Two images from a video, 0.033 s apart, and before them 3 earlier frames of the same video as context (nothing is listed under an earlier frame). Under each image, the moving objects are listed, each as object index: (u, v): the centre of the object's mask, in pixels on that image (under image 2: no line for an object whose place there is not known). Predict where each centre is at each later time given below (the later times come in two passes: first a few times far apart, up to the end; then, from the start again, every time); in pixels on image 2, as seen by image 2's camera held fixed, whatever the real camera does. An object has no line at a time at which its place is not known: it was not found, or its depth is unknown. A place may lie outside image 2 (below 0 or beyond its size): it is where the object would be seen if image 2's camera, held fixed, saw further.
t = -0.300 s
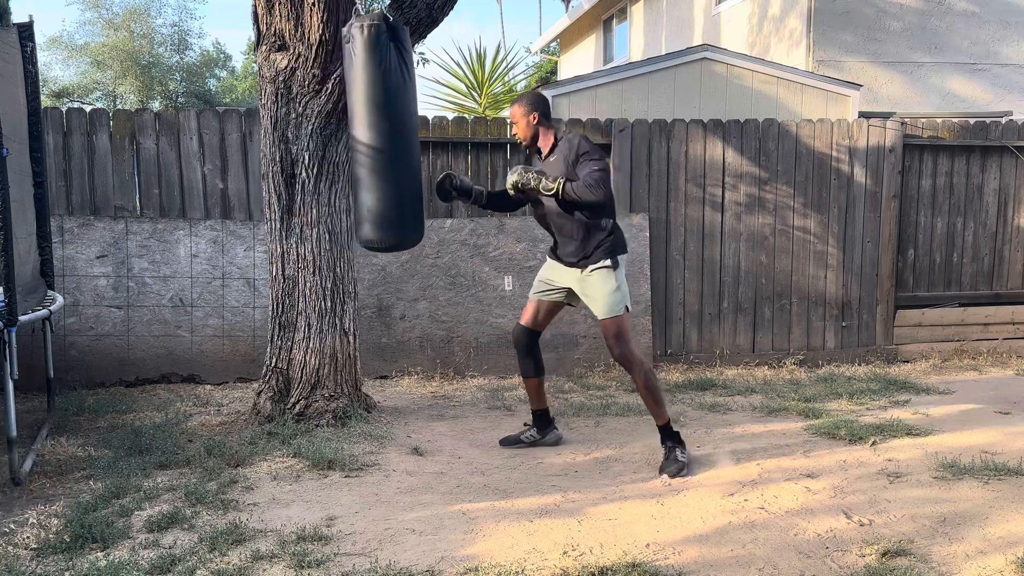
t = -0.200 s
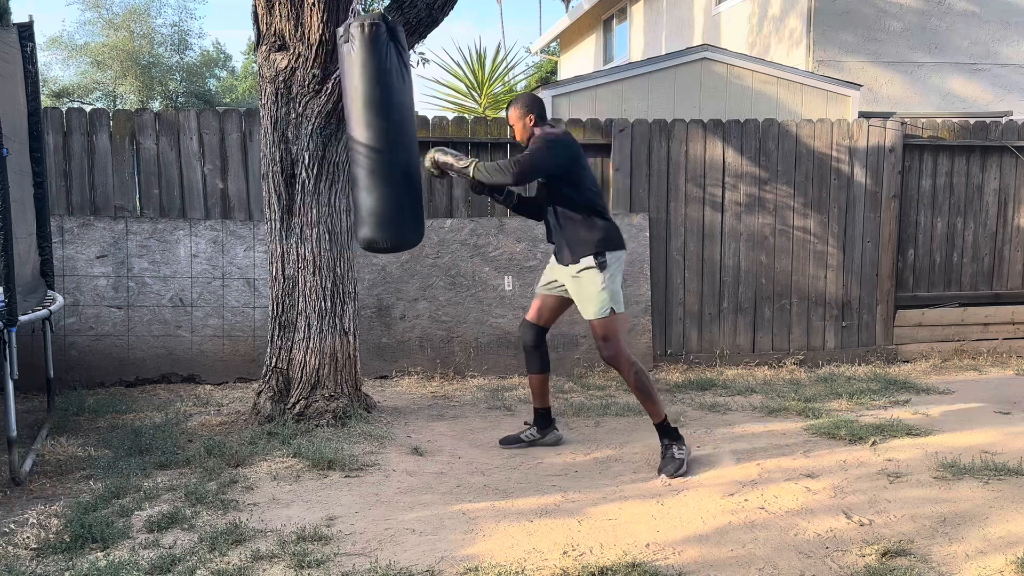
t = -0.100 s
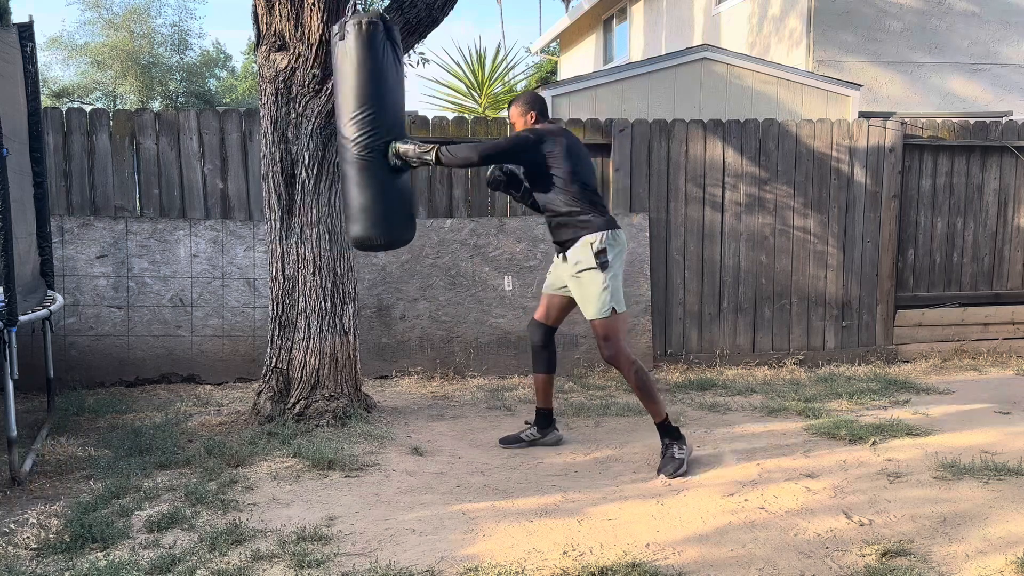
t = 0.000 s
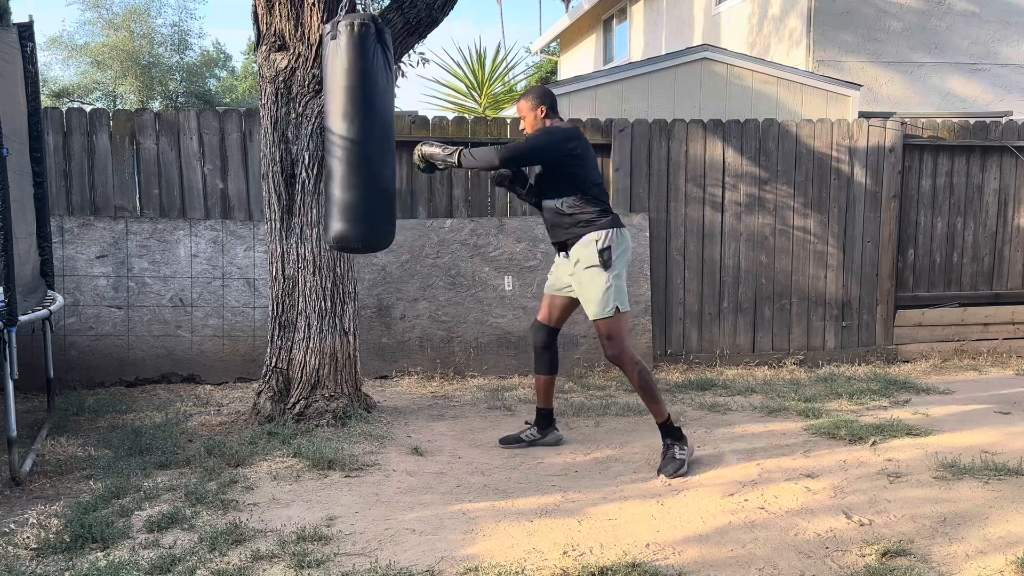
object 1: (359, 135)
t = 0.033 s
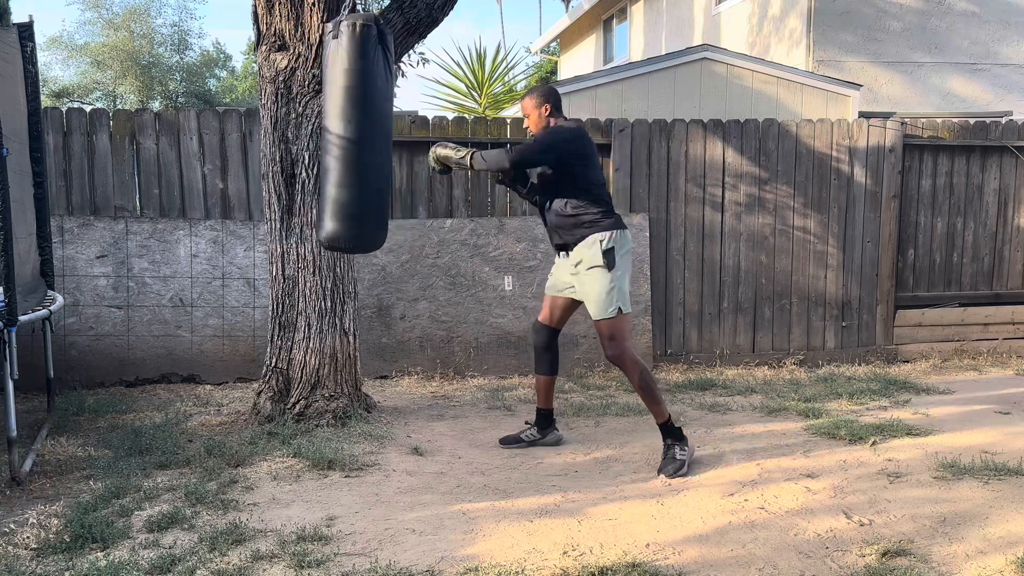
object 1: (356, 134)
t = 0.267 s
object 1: (326, 130)
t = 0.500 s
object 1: (314, 129)
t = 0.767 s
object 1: (321, 130)
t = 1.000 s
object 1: (346, 135)
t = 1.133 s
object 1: (363, 136)
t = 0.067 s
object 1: (352, 133)
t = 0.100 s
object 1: (349, 132)
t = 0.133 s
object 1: (344, 132)
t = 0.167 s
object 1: (339, 133)
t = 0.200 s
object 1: (334, 133)
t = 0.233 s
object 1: (329, 132)
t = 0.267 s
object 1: (326, 130)
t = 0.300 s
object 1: (323, 130)
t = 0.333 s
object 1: (320, 130)
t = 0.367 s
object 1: (319, 129)
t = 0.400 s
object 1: (318, 129)
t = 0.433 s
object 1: (317, 129)
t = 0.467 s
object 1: (315, 129)
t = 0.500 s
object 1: (314, 129)
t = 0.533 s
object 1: (312, 128)
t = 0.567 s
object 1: (312, 128)
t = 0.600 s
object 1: (312, 128)
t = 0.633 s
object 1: (313, 129)
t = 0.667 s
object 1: (314, 129)
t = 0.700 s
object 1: (317, 130)
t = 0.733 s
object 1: (319, 130)
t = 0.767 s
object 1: (321, 130)
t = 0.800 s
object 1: (324, 131)
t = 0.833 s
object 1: (326, 132)
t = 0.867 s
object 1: (329, 132)
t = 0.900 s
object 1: (332, 133)
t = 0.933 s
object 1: (337, 133)
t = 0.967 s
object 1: (342, 134)
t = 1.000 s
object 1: (346, 135)
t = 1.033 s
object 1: (351, 135)
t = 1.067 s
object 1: (355, 135)
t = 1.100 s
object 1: (359, 135)
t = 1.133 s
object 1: (363, 136)
